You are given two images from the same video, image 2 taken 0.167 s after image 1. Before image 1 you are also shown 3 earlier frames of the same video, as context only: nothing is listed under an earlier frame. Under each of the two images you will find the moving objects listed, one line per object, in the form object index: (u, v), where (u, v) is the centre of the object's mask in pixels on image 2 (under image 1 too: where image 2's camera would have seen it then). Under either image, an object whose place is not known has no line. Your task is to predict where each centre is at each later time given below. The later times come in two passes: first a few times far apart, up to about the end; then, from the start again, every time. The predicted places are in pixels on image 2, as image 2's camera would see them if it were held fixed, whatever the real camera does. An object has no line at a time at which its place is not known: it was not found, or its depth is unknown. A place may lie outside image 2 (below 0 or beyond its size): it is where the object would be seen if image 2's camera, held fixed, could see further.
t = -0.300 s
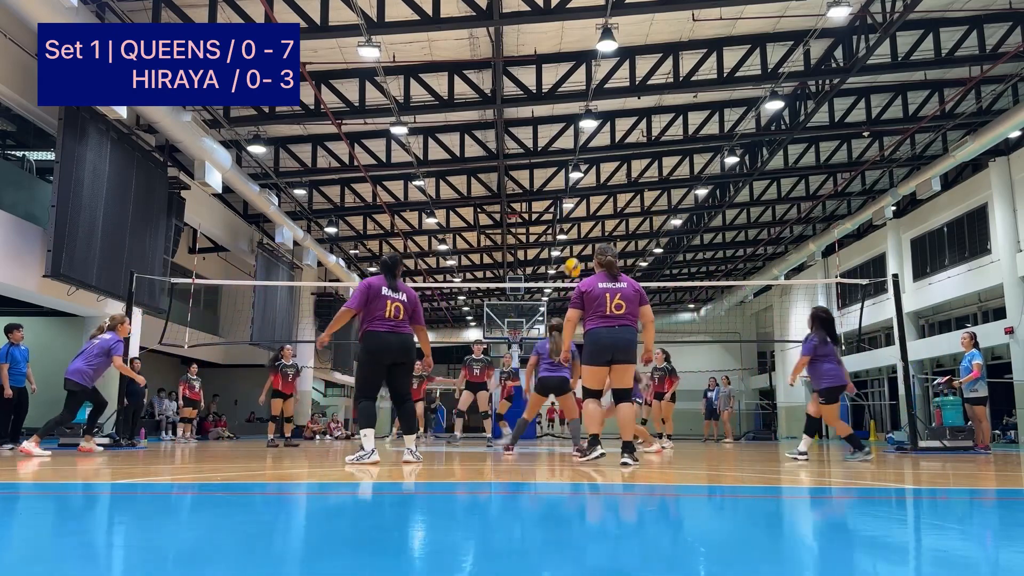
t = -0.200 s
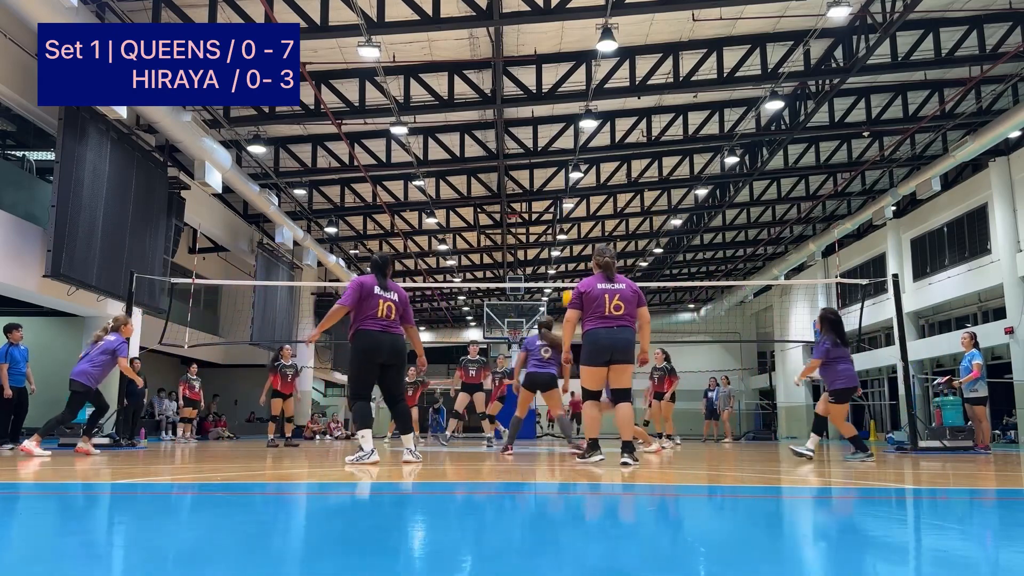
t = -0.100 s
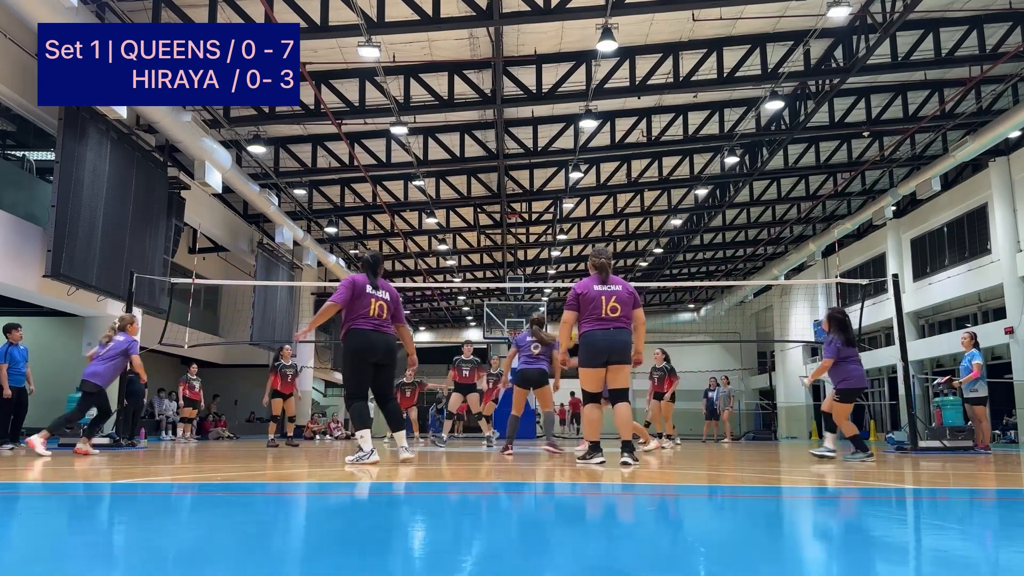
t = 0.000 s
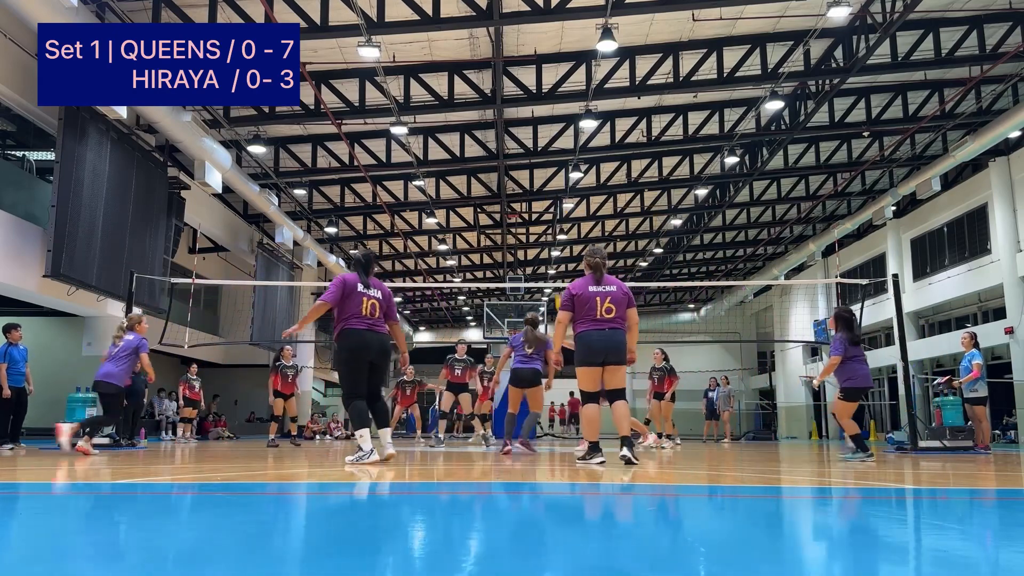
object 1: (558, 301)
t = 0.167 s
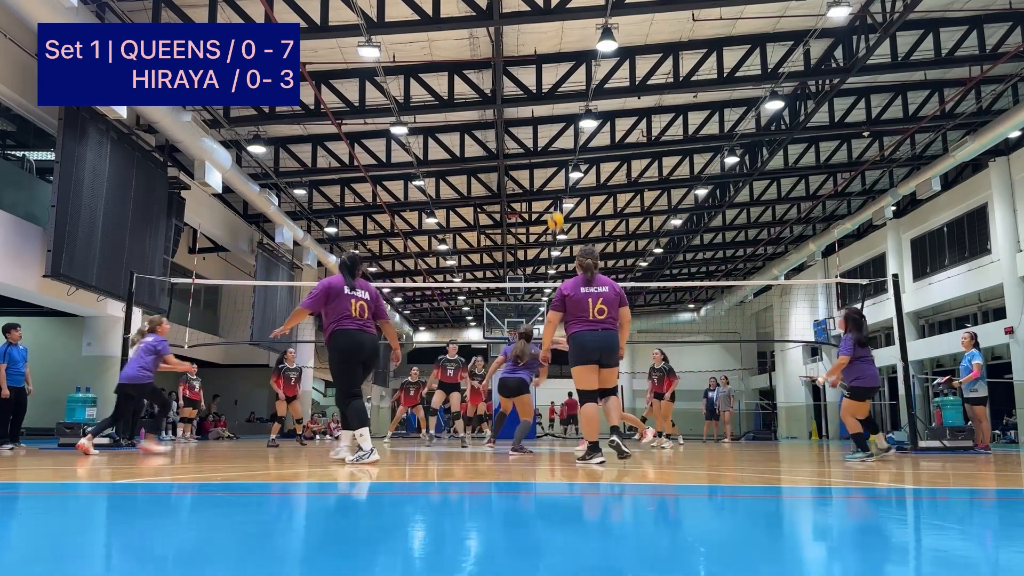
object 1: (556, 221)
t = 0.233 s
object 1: (553, 196)
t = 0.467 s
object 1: (543, 133)
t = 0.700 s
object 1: (535, 112)
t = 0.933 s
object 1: (526, 129)
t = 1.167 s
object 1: (516, 188)
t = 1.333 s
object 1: (510, 254)
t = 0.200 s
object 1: (555, 208)
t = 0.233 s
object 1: (553, 196)
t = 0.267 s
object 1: (552, 185)
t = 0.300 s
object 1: (550, 173)
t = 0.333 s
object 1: (548, 163)
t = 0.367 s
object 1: (547, 155)
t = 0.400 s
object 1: (546, 148)
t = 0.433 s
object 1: (545, 140)
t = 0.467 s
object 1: (543, 133)
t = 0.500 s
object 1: (542, 127)
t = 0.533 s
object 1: (541, 123)
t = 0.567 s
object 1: (539, 119)
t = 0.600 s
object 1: (539, 116)
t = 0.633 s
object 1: (538, 114)
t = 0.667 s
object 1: (536, 112)
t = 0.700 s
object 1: (535, 112)
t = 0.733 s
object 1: (534, 112)
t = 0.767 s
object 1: (533, 113)
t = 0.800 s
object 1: (532, 115)
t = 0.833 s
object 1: (530, 117)
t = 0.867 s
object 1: (529, 119)
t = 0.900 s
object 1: (527, 124)
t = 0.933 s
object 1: (526, 129)
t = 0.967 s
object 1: (524, 135)
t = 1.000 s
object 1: (523, 142)
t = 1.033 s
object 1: (522, 150)
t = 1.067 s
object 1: (521, 158)
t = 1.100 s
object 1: (519, 166)
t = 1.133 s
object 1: (518, 177)
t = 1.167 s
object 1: (516, 188)
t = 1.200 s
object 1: (516, 199)
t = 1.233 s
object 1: (514, 212)
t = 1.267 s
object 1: (513, 225)
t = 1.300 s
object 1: (512, 240)
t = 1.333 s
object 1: (510, 254)
